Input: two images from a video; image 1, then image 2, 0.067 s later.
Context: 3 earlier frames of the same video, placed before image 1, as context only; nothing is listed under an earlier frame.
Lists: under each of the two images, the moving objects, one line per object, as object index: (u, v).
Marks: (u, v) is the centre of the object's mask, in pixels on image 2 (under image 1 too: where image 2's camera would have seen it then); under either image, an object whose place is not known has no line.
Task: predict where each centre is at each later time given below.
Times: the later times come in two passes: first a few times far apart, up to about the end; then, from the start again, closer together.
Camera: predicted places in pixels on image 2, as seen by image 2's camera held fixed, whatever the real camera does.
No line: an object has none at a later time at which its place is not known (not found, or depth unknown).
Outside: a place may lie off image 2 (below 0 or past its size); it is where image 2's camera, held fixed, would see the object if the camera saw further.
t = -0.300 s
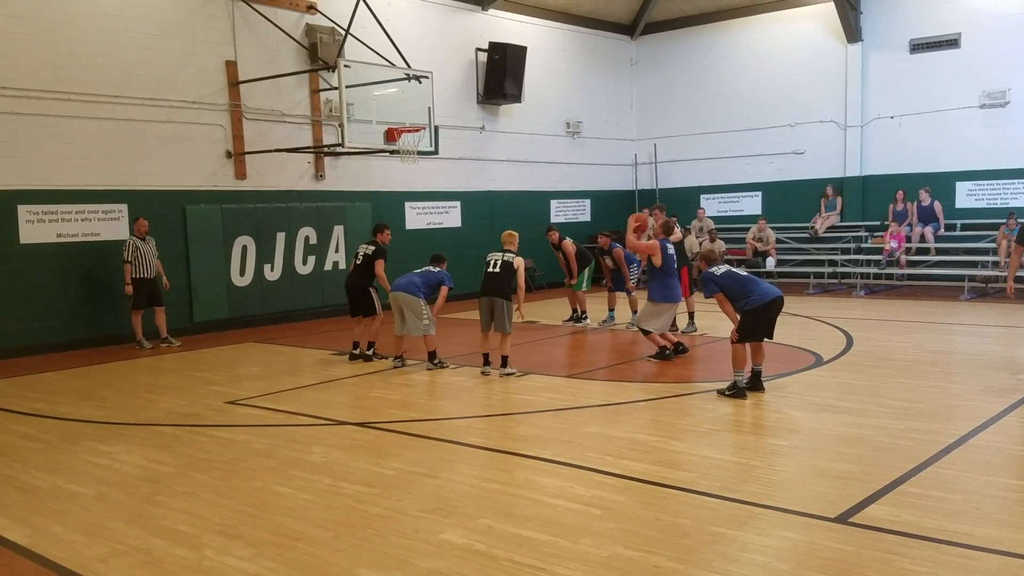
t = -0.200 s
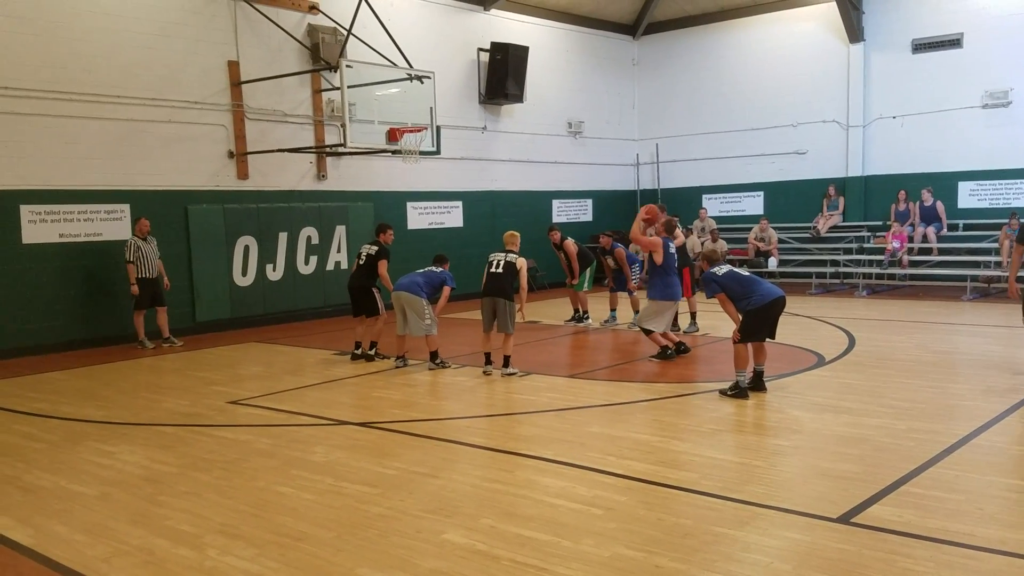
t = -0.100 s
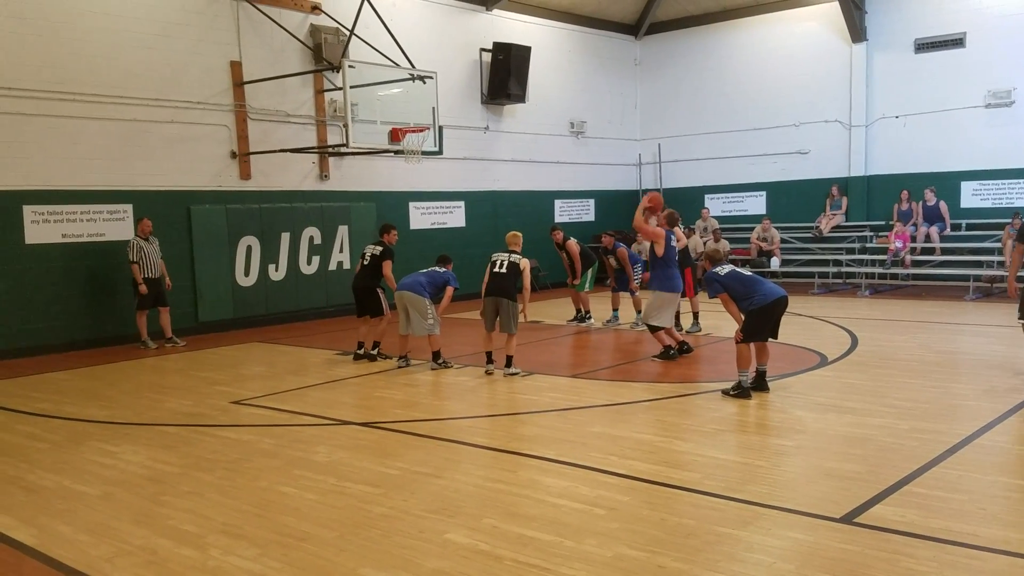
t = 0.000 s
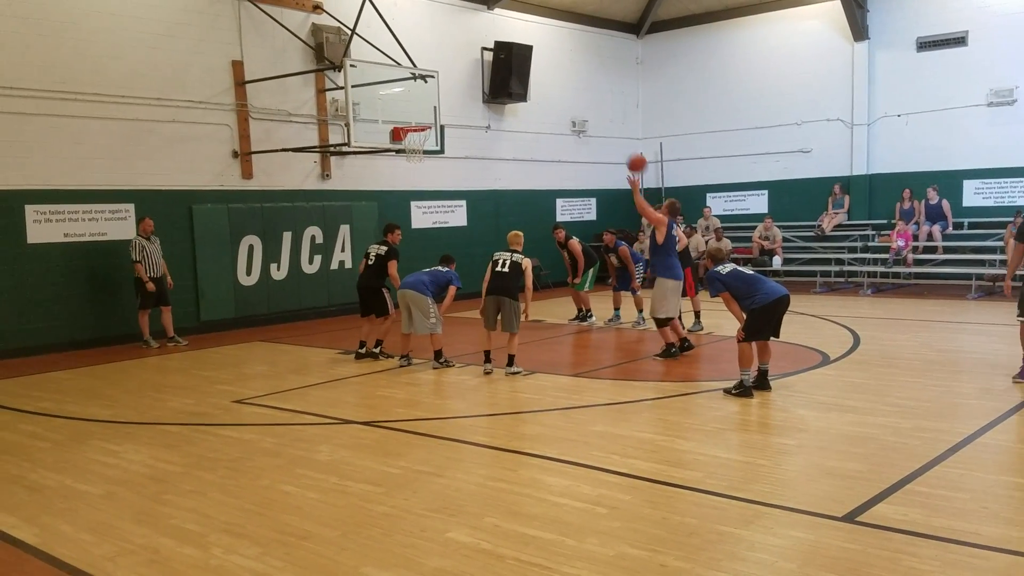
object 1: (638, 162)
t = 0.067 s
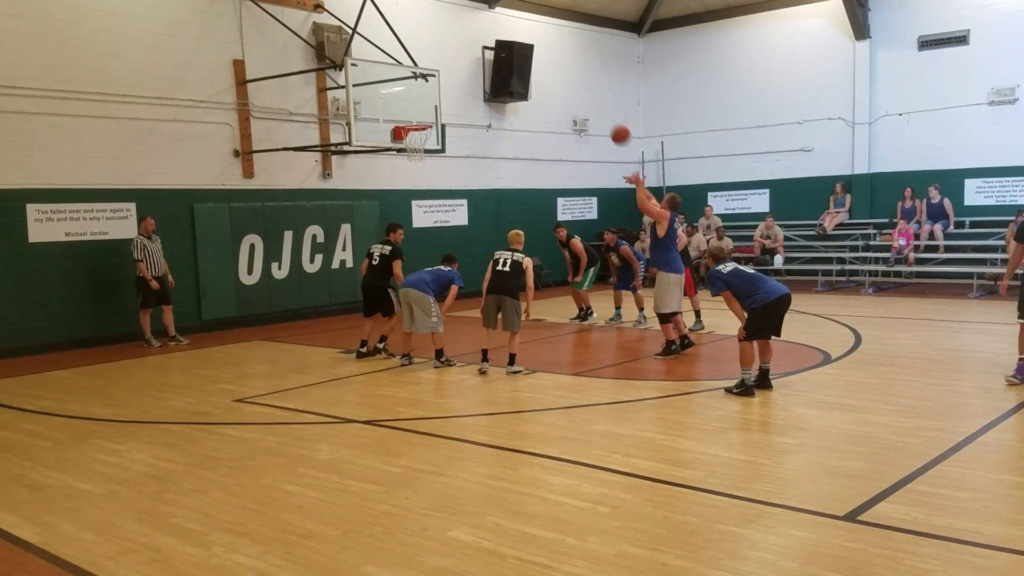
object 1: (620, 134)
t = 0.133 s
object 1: (603, 110)
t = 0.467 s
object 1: (524, 49)
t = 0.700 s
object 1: (477, 57)
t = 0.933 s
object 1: (436, 104)
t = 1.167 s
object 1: (410, 117)
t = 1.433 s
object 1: (398, 109)
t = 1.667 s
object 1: (389, 144)
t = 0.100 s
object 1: (612, 122)
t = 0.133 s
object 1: (603, 110)
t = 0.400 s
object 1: (539, 53)
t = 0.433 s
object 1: (532, 50)
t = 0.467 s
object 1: (524, 49)
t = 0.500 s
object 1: (517, 48)
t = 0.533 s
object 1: (510, 47)
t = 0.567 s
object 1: (504, 48)
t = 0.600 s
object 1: (498, 49)
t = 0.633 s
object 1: (490, 51)
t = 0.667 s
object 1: (484, 54)
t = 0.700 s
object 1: (477, 57)
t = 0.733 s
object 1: (471, 62)
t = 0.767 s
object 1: (465, 67)
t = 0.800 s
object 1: (459, 73)
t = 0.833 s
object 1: (453, 80)
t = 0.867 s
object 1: (447, 87)
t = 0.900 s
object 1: (442, 95)
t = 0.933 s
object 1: (436, 104)
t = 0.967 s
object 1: (431, 113)
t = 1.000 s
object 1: (426, 118)
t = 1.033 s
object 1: (422, 118)
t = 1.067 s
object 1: (418, 119)
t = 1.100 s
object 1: (414, 120)
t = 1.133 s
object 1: (412, 120)
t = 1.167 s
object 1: (410, 117)
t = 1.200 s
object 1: (408, 113)
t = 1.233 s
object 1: (407, 110)
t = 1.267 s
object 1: (405, 108)
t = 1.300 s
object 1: (404, 107)
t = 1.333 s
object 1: (402, 106)
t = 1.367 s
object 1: (401, 107)
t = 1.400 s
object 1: (399, 108)
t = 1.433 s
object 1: (398, 109)
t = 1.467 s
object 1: (397, 112)
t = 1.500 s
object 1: (395, 115)
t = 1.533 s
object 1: (394, 119)
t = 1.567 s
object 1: (393, 124)
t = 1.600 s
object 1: (393, 131)
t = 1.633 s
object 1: (390, 136)
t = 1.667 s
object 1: (389, 144)
